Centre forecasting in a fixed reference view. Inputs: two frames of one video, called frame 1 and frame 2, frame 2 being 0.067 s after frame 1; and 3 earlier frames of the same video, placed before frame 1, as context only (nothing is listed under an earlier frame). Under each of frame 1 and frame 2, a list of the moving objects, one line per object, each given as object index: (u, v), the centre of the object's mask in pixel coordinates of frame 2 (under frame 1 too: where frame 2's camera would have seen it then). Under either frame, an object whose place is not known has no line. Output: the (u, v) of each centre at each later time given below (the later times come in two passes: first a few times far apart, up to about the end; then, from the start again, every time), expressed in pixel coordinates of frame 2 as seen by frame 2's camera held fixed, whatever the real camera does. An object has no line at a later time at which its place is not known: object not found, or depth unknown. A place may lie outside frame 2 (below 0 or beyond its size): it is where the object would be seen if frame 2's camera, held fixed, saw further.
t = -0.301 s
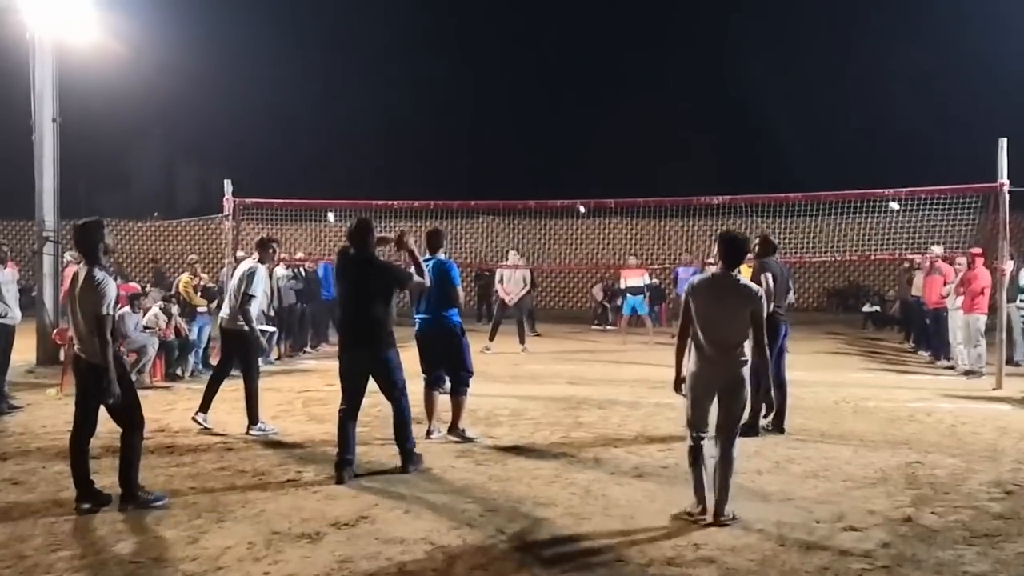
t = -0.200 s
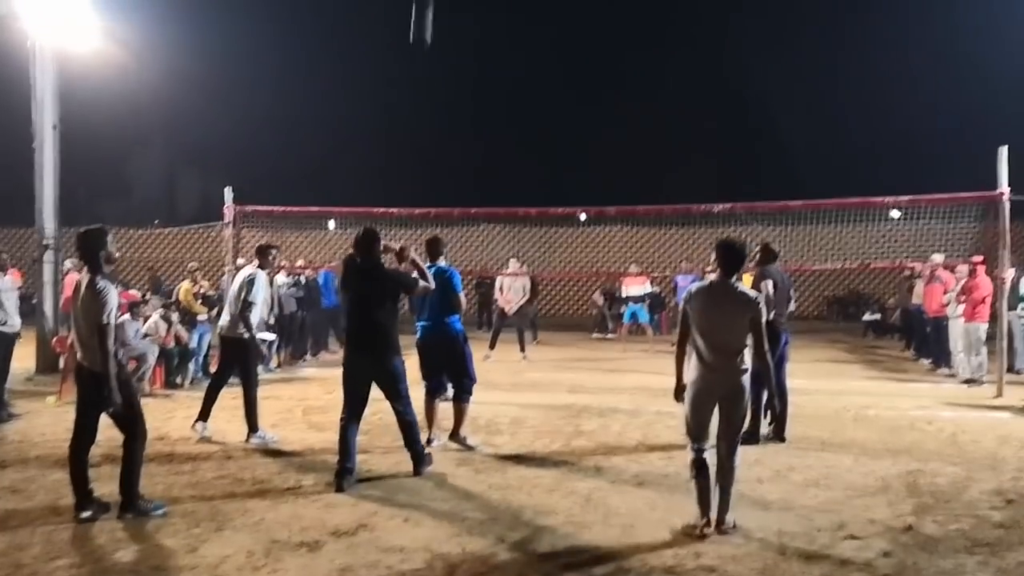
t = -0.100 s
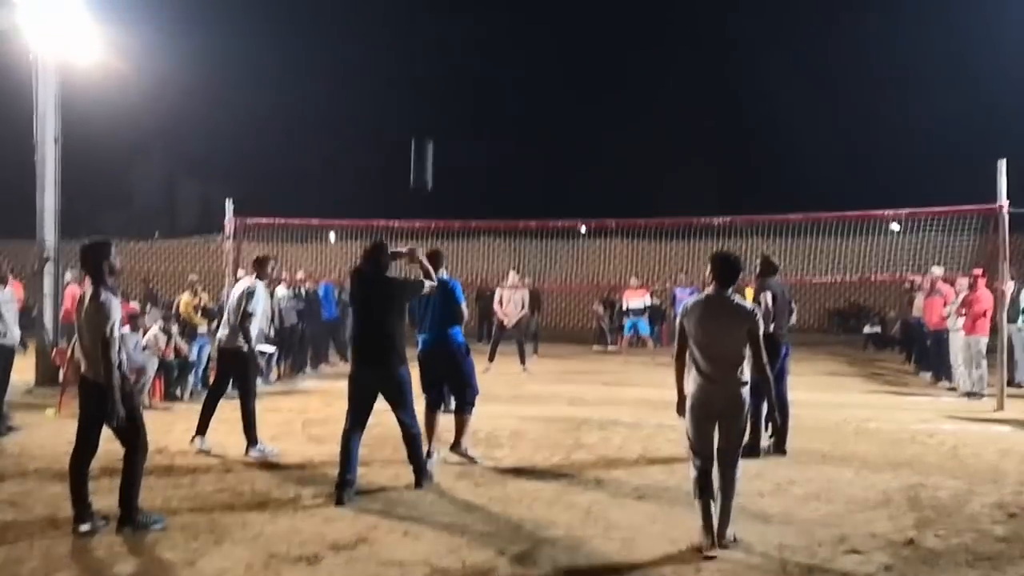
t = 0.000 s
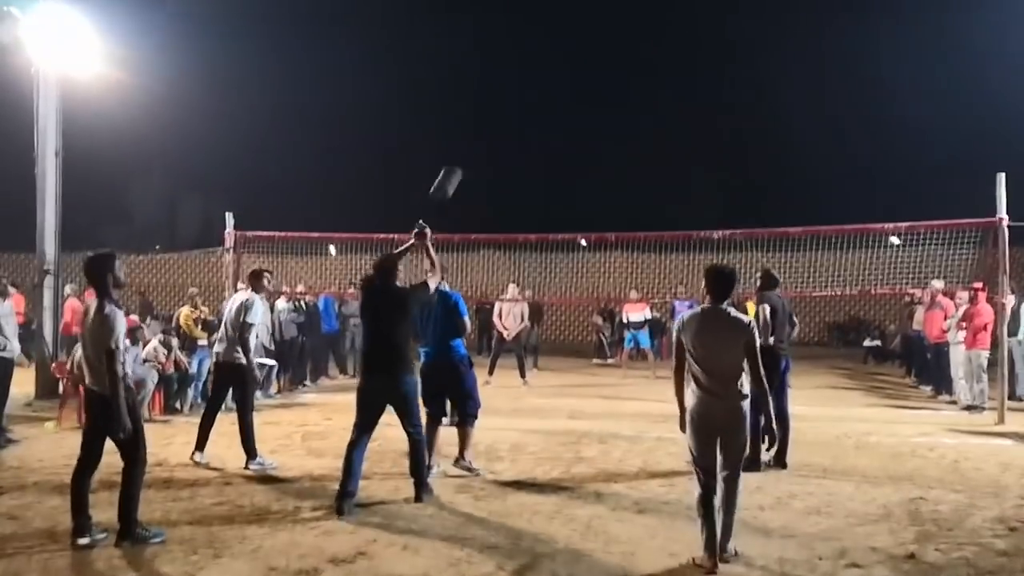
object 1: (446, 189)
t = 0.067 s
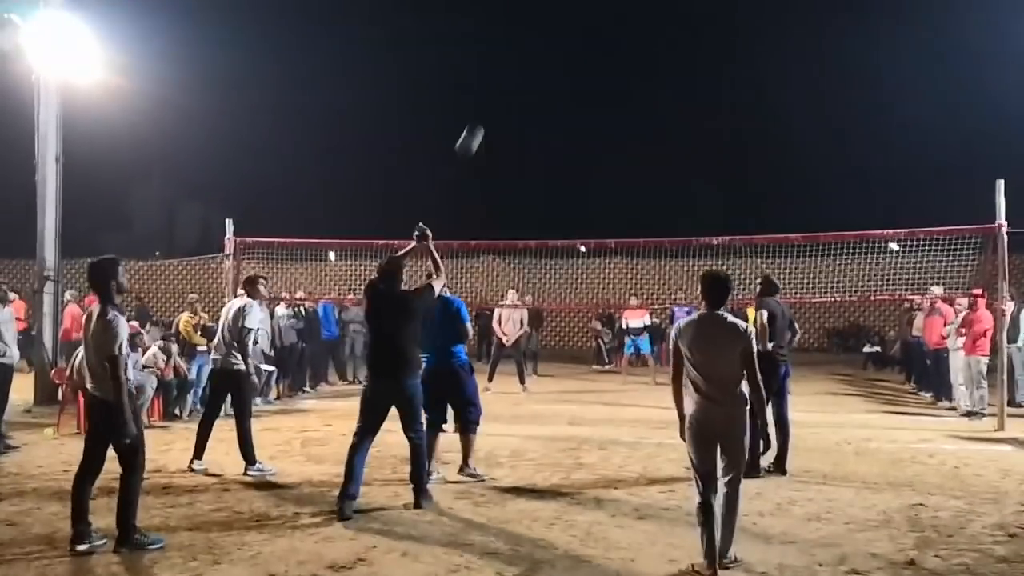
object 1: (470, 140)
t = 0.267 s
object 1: (527, 49)
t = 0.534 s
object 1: (582, 17)
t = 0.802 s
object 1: (621, 48)
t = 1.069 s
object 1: (650, 116)
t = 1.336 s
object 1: (673, 210)
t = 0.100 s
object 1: (480, 120)
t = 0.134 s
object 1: (490, 101)
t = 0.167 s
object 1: (501, 85)
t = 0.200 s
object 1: (510, 71)
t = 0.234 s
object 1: (519, 60)
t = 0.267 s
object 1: (527, 49)
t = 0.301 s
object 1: (535, 40)
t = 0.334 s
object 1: (543, 33)
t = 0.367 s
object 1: (550, 27)
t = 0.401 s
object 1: (557, 23)
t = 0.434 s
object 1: (564, 20)
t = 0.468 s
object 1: (570, 18)
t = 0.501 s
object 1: (576, 17)
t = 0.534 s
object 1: (582, 17)
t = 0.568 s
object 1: (588, 18)
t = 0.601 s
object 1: (593, 20)
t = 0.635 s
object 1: (598, 23)
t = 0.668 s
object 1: (603, 27)
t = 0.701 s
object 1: (608, 31)
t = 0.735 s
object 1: (612, 35)
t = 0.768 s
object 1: (617, 41)
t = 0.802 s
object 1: (621, 48)
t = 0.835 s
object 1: (625, 55)
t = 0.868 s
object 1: (629, 63)
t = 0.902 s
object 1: (633, 70)
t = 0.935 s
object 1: (637, 78)
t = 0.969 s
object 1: (640, 87)
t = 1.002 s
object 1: (643, 97)
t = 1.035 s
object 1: (647, 106)
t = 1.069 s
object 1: (650, 116)
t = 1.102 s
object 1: (653, 126)
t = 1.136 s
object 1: (657, 138)
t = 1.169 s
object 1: (660, 149)
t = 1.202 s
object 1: (663, 161)
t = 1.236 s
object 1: (666, 172)
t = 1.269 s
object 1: (668, 184)
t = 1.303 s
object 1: (671, 197)
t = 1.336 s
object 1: (673, 210)
